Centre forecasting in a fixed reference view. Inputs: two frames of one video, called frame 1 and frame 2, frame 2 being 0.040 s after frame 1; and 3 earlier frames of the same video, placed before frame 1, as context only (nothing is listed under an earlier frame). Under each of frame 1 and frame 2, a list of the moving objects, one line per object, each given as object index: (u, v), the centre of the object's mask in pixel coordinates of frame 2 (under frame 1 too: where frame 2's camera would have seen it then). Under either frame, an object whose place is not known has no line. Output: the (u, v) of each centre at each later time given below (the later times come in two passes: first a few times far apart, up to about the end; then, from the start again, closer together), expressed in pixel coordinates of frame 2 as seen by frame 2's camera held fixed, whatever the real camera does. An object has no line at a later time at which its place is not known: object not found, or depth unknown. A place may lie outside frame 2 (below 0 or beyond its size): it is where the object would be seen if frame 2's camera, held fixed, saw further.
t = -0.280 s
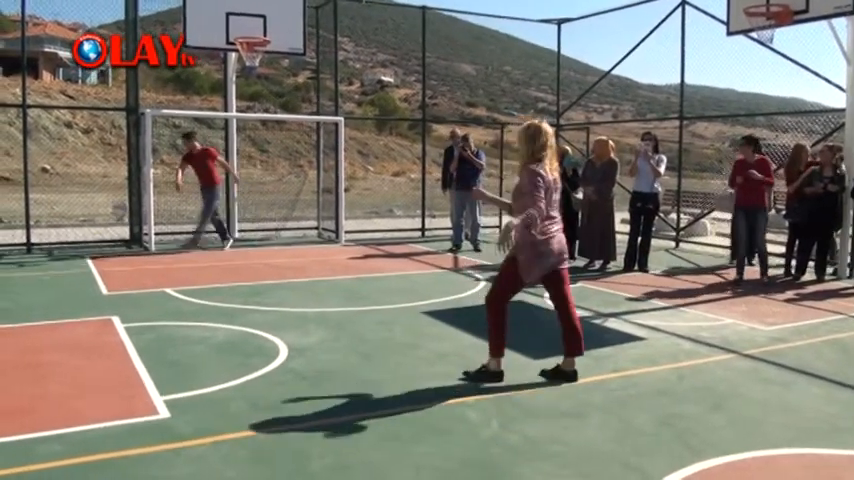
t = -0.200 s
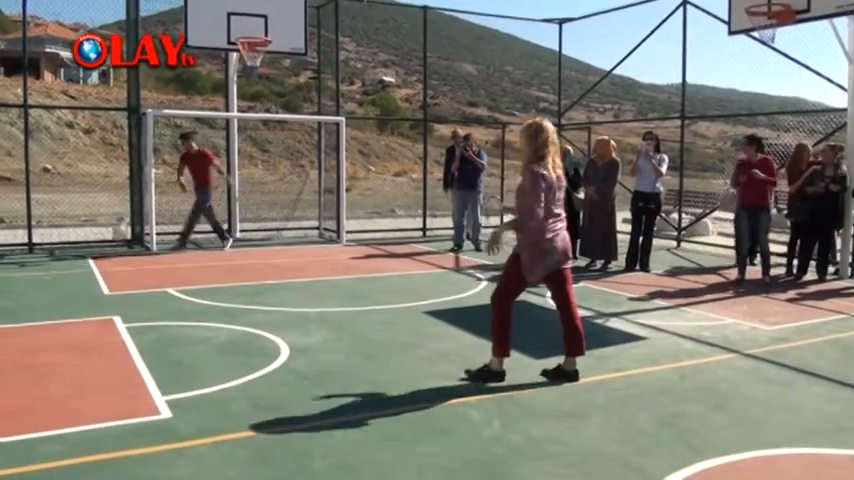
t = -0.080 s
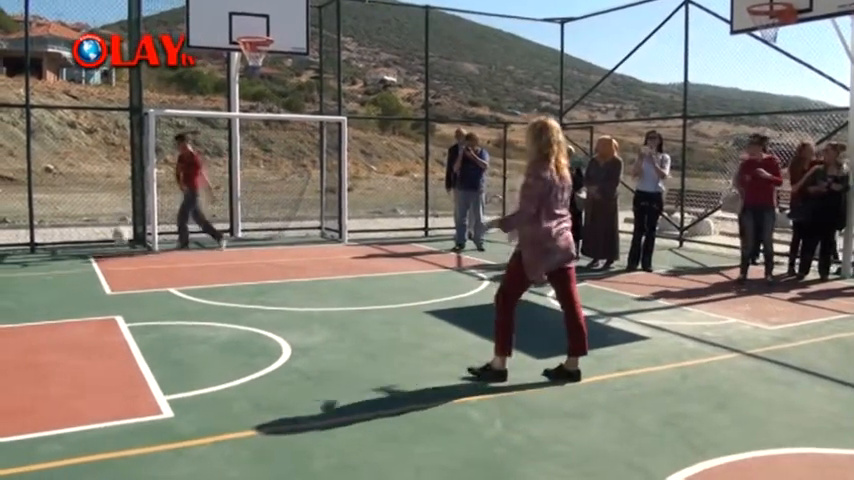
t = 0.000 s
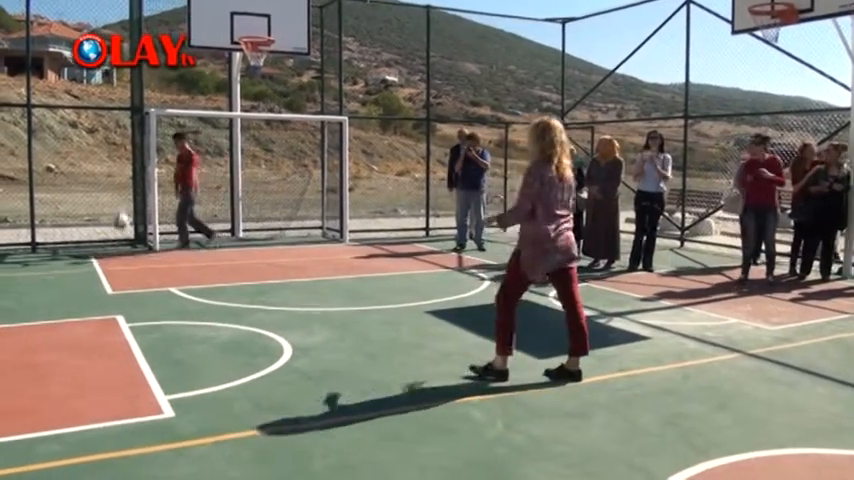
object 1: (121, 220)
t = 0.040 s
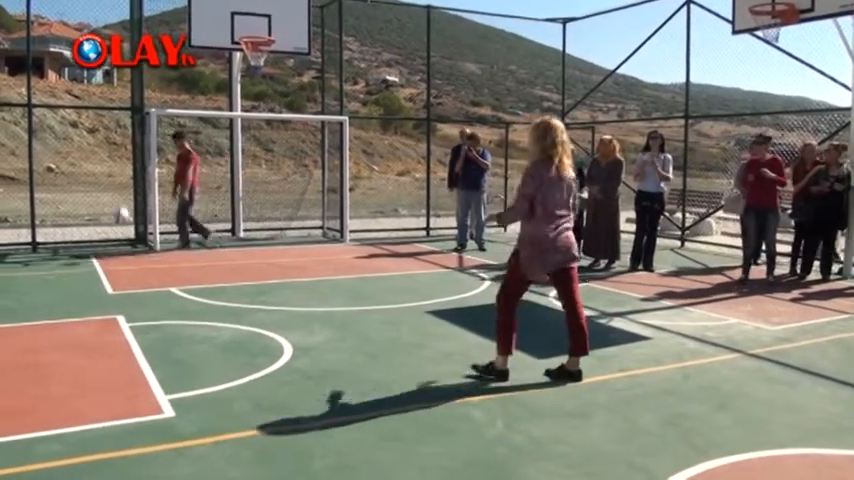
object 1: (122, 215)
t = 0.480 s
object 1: (117, 225)
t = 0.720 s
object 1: (114, 248)
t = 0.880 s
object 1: (111, 235)
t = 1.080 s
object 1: (110, 247)
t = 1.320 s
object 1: (105, 265)
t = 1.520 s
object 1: (103, 266)
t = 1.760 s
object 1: (98, 287)
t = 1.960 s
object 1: (95, 291)
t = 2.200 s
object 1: (92, 304)
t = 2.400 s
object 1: (88, 316)
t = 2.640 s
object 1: (83, 329)
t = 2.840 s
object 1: (77, 342)
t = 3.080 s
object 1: (71, 355)
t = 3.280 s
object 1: (63, 368)
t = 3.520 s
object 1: (53, 386)
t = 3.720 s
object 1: (42, 401)
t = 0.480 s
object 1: (117, 225)
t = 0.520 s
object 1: (116, 233)
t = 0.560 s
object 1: (116, 246)
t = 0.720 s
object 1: (114, 248)
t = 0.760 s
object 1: (113, 243)
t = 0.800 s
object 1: (113, 240)
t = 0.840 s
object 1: (112, 239)
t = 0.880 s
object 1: (111, 235)
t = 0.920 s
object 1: (110, 235)
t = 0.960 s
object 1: (110, 236)
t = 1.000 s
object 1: (110, 239)
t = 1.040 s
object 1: (109, 243)
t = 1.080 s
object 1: (110, 247)
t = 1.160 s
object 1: (108, 265)
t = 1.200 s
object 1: (109, 275)
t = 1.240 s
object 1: (108, 280)
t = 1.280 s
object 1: (107, 274)
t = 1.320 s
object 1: (105, 265)
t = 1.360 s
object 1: (105, 263)
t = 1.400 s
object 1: (104, 263)
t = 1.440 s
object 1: (104, 263)
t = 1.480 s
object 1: (104, 263)
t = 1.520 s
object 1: (103, 266)
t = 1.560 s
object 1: (102, 270)
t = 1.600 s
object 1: (101, 275)
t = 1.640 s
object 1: (101, 281)
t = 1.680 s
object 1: (97, 290)
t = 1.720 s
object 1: (98, 291)
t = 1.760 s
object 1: (98, 287)
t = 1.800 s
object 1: (97, 286)
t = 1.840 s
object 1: (97, 285)
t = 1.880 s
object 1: (96, 285)
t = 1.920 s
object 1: (96, 288)
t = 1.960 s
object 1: (95, 291)
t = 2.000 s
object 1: (95, 296)
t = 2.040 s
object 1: (94, 302)
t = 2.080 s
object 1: (93, 306)
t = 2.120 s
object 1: (93, 304)
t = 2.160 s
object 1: (92, 303)
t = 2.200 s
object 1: (92, 304)
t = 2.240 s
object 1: (92, 307)
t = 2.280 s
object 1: (91, 312)
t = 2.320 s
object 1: (90, 317)
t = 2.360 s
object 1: (89, 316)
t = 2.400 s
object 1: (88, 316)
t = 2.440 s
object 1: (87, 317)
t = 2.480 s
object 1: (86, 320)
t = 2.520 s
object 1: (86, 326)
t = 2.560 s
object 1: (84, 326)
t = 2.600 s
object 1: (84, 327)
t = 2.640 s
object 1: (83, 329)
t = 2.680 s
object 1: (82, 332)
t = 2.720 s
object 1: (80, 335)
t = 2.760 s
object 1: (78, 336)
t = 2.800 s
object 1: (78, 339)
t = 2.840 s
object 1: (77, 342)
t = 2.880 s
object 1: (76, 343)
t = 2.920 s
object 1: (74, 345)
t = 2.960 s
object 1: (73, 349)
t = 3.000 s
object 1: (72, 351)
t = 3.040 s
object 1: (71, 354)
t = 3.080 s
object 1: (71, 355)
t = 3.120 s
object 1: (68, 358)
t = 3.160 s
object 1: (66, 361)
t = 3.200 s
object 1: (65, 363)
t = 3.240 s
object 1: (64, 365)
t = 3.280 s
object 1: (63, 368)
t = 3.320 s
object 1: (60, 371)
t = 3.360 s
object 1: (59, 375)
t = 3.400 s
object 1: (57, 377)
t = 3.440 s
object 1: (56, 379)
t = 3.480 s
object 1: (55, 382)
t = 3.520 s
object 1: (53, 386)
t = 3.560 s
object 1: (51, 389)
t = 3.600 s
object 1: (48, 392)
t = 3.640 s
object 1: (47, 394)
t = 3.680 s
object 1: (45, 396)
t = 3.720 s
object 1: (42, 401)
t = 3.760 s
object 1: (39, 405)
